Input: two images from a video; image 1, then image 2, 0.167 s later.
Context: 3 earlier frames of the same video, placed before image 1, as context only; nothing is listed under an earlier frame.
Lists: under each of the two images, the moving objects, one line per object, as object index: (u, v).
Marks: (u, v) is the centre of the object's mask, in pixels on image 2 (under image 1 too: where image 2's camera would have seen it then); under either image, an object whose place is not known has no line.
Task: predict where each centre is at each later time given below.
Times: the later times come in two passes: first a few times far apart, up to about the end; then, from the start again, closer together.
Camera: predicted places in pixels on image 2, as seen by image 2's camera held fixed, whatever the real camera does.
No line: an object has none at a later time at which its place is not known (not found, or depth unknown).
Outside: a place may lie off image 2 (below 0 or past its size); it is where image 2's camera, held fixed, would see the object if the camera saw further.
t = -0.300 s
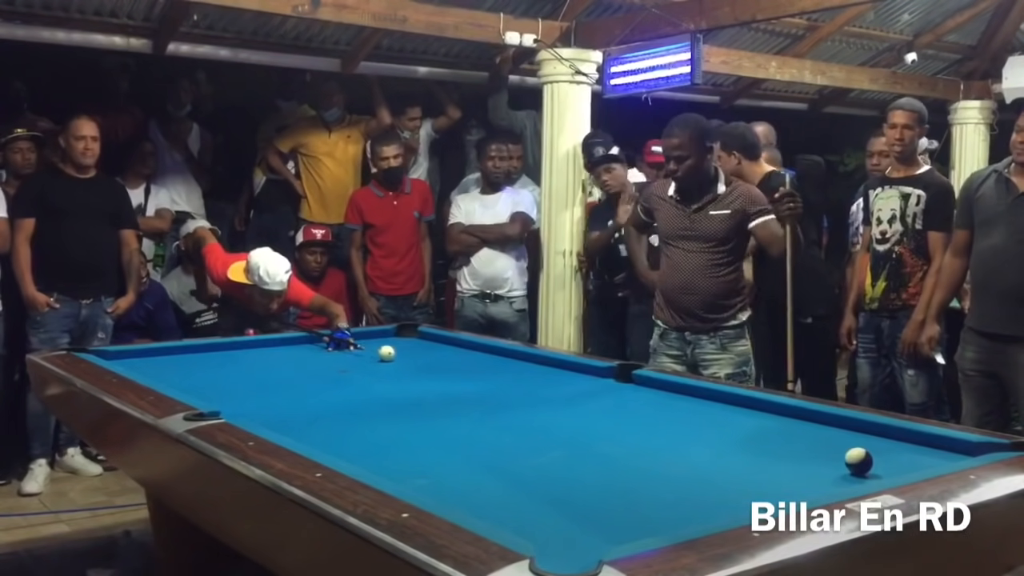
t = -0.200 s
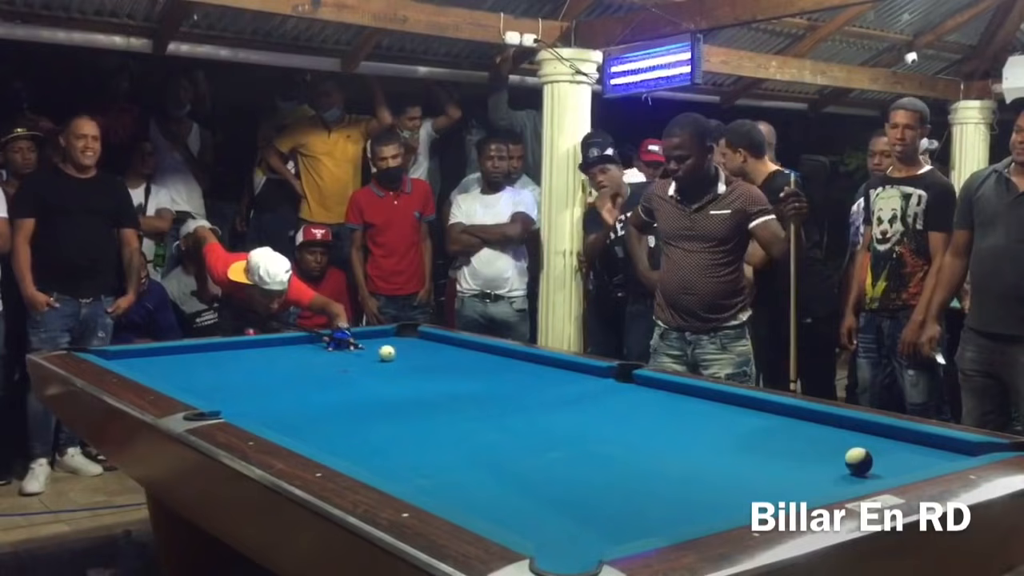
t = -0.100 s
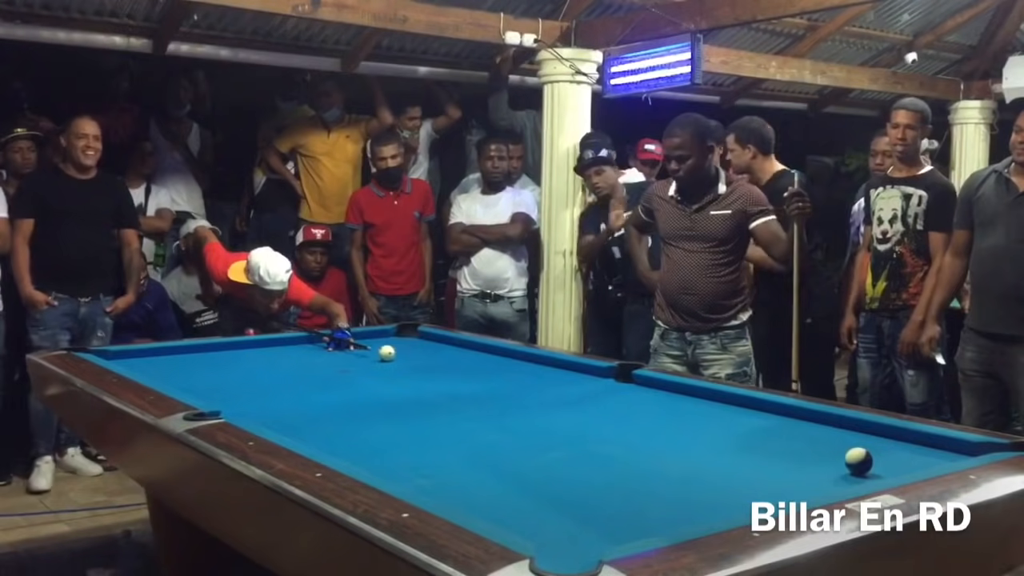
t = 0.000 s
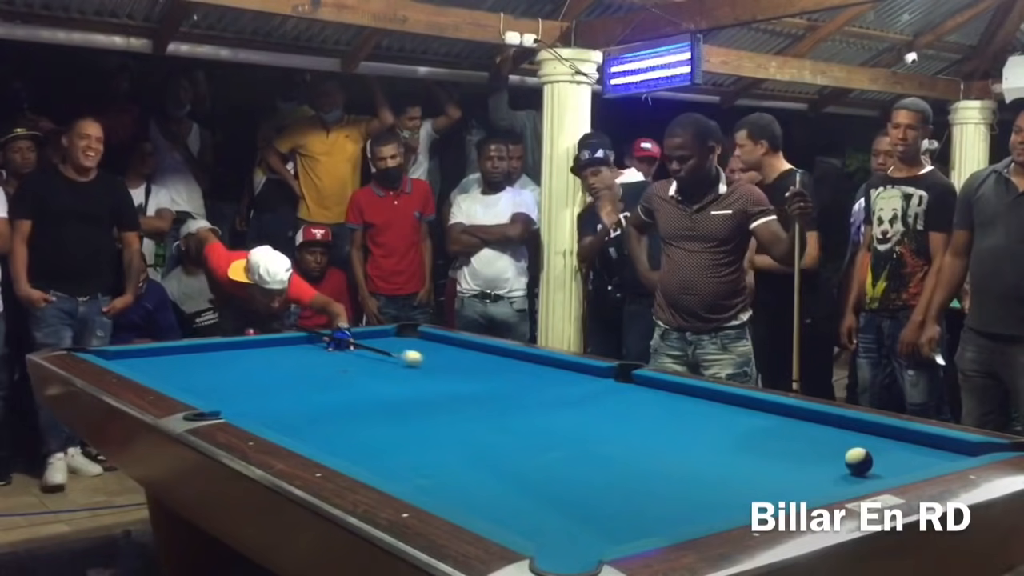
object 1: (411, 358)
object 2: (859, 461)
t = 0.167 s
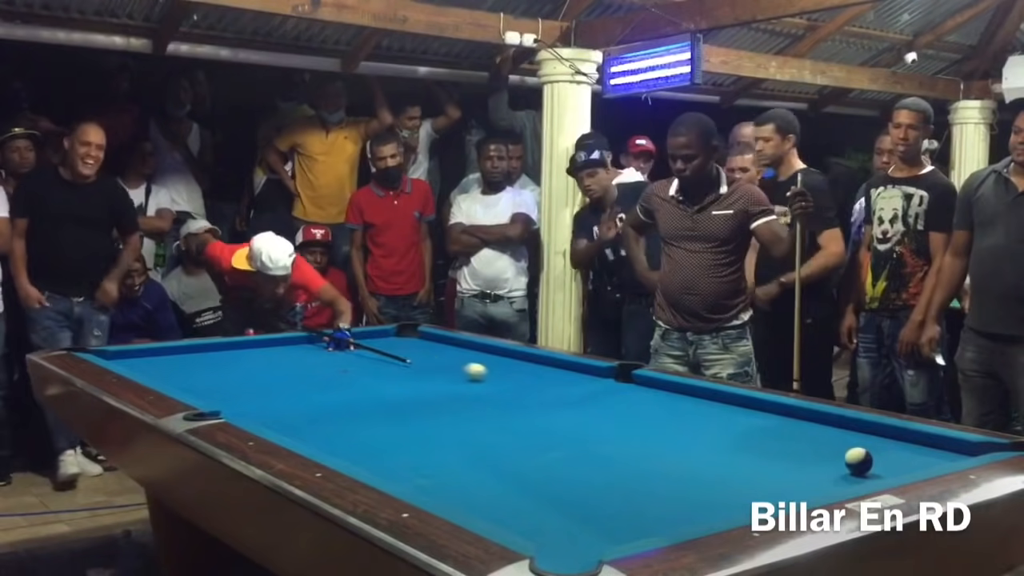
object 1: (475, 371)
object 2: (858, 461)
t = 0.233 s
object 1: (501, 377)
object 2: (858, 461)
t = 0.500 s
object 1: (616, 402)
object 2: (859, 461)
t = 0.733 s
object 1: (743, 430)
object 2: (858, 461)
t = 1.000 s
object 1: (925, 458)
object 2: (860, 469)
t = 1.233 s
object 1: (888, 444)
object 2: (861, 478)
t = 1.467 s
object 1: (836, 425)
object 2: (827, 481)
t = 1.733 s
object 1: (778, 410)
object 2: (789, 483)
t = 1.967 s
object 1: (725, 403)
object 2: (758, 482)
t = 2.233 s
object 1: (670, 396)
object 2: (726, 480)
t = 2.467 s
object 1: (627, 390)
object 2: (702, 480)
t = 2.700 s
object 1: (589, 385)
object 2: (679, 479)
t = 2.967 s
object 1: (547, 379)
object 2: (658, 478)
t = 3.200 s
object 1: (515, 375)
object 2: (643, 477)
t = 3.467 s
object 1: (481, 371)
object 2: (628, 477)
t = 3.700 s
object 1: (454, 367)
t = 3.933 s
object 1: (429, 364)
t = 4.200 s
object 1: (403, 360)
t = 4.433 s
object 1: (383, 357)
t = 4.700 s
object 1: (362, 354)
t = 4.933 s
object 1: (345, 352)
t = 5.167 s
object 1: (329, 351)
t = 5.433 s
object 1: (313, 348)
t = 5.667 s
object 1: (301, 346)
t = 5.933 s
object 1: (288, 344)
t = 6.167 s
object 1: (278, 343)
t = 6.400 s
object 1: (269, 342)
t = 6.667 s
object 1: (267, 342)
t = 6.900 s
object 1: (268, 343)
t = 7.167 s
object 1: (269, 344)
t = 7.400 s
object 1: (270, 344)
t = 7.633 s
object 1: (270, 344)
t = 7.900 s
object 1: (270, 345)
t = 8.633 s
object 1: (270, 344)
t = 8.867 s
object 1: (270, 344)
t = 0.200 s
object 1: (488, 374)
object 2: (859, 461)
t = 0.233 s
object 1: (501, 377)
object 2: (858, 461)
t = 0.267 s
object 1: (514, 380)
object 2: (858, 461)
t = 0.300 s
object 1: (527, 383)
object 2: (858, 461)
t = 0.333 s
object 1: (541, 386)
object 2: (859, 461)
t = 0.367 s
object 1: (555, 389)
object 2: (859, 461)
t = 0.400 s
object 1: (569, 392)
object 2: (858, 461)
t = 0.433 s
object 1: (584, 395)
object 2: (858, 461)
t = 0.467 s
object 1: (600, 399)
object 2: (859, 461)
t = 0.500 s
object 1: (616, 402)
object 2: (859, 461)
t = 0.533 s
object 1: (632, 406)
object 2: (858, 461)
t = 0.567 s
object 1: (650, 410)
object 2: (858, 461)
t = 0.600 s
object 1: (667, 413)
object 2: (859, 461)
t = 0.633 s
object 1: (685, 417)
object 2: (859, 461)
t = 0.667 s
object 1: (704, 421)
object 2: (858, 461)
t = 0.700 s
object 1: (723, 426)
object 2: (858, 461)
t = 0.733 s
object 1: (743, 430)
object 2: (858, 461)
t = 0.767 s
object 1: (763, 434)
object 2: (858, 461)
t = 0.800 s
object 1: (785, 439)
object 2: (858, 461)
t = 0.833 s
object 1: (807, 444)
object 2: (858, 461)
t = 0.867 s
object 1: (829, 448)
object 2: (859, 461)
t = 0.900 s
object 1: (848, 446)
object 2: (858, 461)
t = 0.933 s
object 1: (881, 456)
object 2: (859, 463)
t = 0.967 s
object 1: (902, 459)
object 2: (859, 466)
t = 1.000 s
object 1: (925, 458)
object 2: (860, 469)
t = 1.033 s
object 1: (940, 458)
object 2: (860, 471)
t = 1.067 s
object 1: (931, 457)
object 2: (861, 472)
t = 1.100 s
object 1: (921, 456)
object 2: (862, 473)
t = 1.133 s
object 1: (914, 453)
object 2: (862, 475)
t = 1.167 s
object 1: (905, 450)
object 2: (861, 476)
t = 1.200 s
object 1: (896, 447)
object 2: (862, 477)
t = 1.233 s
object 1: (888, 444)
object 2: (861, 478)
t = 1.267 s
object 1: (880, 441)
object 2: (856, 479)
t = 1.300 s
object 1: (872, 438)
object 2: (851, 479)
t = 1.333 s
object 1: (865, 435)
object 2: (846, 480)
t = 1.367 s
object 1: (858, 433)
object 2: (842, 480)
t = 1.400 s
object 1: (850, 430)
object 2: (836, 481)
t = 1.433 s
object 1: (843, 427)
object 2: (832, 481)
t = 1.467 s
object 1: (836, 425)
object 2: (827, 481)
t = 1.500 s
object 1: (830, 422)
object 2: (822, 482)
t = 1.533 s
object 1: (823, 420)
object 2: (817, 482)
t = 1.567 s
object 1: (816, 417)
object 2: (812, 482)
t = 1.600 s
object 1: (810, 415)
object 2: (807, 483)
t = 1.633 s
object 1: (802, 414)
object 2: (802, 483)
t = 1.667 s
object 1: (794, 412)
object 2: (798, 483)
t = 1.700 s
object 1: (786, 411)
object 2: (793, 483)
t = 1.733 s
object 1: (778, 410)
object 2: (789, 483)
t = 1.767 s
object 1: (770, 409)
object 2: (784, 483)
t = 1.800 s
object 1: (762, 408)
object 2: (780, 483)
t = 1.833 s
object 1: (755, 407)
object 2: (775, 483)
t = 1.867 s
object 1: (747, 406)
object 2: (771, 483)
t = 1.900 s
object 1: (739, 404)
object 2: (766, 482)
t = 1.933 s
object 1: (732, 404)
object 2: (762, 482)
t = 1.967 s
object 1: (725, 403)
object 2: (758, 482)
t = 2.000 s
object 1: (718, 402)
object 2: (754, 481)
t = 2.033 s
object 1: (711, 401)
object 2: (749, 481)
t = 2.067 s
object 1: (704, 400)
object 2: (746, 481)
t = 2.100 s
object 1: (697, 399)
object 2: (741, 481)
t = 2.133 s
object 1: (690, 399)
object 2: (737, 481)
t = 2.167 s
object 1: (684, 398)
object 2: (734, 481)
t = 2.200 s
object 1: (677, 397)
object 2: (730, 480)
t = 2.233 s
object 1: (670, 396)
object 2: (726, 480)
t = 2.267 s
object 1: (664, 395)
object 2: (722, 480)
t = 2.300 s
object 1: (658, 394)
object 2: (718, 481)
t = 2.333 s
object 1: (651, 393)
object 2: (715, 481)
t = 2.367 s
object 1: (645, 392)
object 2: (711, 480)
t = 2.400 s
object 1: (640, 392)
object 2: (708, 480)
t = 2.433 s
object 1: (633, 391)
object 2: (705, 480)
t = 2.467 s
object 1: (627, 390)
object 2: (702, 480)
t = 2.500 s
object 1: (622, 389)
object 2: (698, 480)
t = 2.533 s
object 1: (616, 388)
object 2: (695, 480)
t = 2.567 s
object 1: (611, 388)
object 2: (692, 479)
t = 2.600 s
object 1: (605, 387)
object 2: (688, 479)
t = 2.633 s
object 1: (600, 386)
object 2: (686, 479)
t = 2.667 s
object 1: (594, 385)
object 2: (682, 479)
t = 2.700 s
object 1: (589, 385)
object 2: (679, 479)
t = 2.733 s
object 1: (583, 384)
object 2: (677, 479)
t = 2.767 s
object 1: (578, 383)
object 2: (674, 479)
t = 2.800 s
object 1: (573, 383)
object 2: (671, 479)
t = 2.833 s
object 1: (567, 382)
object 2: (669, 479)
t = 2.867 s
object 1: (563, 381)
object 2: (666, 479)
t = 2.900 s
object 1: (558, 381)
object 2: (663, 478)
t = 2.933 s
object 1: (553, 380)
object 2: (661, 478)
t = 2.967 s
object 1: (547, 379)
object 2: (658, 478)
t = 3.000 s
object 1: (543, 379)
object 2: (656, 478)
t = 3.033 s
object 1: (538, 378)
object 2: (654, 478)
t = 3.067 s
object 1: (533, 378)
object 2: (651, 478)
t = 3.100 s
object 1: (529, 377)
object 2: (649, 478)
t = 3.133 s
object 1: (524, 376)
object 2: (647, 477)
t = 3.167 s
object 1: (520, 376)
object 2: (645, 478)
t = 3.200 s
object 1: (515, 375)
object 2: (643, 477)
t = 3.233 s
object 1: (511, 375)
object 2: (640, 477)
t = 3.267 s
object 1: (506, 374)
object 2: (638, 477)
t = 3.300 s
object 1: (502, 373)
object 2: (637, 477)
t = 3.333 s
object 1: (498, 373)
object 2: (635, 477)
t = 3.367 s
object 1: (493, 372)
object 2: (633, 477)
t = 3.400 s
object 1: (489, 371)
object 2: (631, 477)
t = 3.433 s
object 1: (485, 371)
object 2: (630, 477)
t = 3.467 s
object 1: (481, 371)
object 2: (628, 477)
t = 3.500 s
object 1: (477, 370)
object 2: (626, 477)
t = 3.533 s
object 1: (473, 370)
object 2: (625, 477)
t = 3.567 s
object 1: (469, 369)
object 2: (624, 477)
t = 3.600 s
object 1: (465, 369)
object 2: (622, 477)
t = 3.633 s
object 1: (462, 368)
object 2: (621, 477)
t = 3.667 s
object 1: (458, 368)
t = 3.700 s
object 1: (454, 367)
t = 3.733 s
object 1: (450, 367)
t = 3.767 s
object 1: (447, 366)
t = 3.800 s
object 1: (443, 366)
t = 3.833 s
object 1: (439, 365)
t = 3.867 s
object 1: (436, 365)
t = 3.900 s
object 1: (432, 364)
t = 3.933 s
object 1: (429, 364)
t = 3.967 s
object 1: (426, 363)
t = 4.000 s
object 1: (422, 363)
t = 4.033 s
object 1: (419, 362)
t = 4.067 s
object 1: (416, 362)
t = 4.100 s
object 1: (413, 361)
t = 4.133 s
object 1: (409, 361)
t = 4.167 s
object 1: (406, 361)
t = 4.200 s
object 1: (403, 360)
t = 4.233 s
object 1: (400, 360)
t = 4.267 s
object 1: (397, 359)
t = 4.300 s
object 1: (394, 359)
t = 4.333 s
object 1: (392, 358)
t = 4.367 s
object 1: (389, 358)
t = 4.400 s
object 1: (386, 358)
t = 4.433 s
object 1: (383, 357)
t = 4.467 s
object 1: (380, 357)
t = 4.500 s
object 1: (377, 356)
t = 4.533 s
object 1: (375, 356)
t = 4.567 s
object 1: (372, 356)
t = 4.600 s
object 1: (369, 355)
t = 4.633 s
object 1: (366, 355)
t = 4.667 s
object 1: (364, 355)
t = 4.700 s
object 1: (362, 354)
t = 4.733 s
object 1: (359, 354)
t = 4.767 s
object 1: (357, 354)
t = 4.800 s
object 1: (354, 353)
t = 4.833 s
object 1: (352, 353)
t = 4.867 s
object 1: (349, 353)
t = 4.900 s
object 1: (347, 352)
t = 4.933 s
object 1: (345, 352)
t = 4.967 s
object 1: (342, 352)
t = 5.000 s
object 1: (340, 352)
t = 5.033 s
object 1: (338, 351)
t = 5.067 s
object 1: (336, 351)
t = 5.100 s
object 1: (334, 351)
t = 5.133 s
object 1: (331, 351)
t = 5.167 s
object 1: (329, 351)
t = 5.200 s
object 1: (327, 350)
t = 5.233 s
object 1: (325, 350)
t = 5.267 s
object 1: (323, 349)
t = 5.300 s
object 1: (321, 349)
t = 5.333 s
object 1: (319, 349)
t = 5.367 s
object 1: (317, 348)
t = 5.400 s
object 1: (315, 348)
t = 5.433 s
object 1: (313, 348)
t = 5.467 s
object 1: (312, 347)
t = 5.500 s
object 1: (310, 347)
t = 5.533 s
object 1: (308, 347)
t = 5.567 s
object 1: (306, 347)
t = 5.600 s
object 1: (305, 347)
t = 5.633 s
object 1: (303, 347)
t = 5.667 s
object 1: (301, 346)
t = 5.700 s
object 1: (299, 346)
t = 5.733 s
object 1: (298, 345)
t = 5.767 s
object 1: (296, 345)
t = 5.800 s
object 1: (295, 345)
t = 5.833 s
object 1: (293, 345)
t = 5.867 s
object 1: (291, 345)
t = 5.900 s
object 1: (290, 345)
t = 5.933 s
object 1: (288, 344)
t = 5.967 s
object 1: (287, 344)
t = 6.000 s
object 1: (285, 344)
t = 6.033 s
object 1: (284, 344)
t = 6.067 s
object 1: (283, 344)
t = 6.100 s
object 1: (281, 343)
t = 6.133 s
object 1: (280, 343)
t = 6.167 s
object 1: (278, 343)
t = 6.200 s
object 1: (277, 343)
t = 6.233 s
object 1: (276, 343)
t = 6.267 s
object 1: (274, 342)
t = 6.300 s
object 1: (273, 342)
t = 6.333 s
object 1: (272, 342)
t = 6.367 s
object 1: (270, 342)
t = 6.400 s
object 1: (269, 342)
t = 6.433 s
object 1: (268, 341)
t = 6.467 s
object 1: (267, 341)
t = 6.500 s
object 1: (266, 341)
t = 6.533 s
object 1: (266, 341)
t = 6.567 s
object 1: (267, 341)
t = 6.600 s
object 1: (266, 342)
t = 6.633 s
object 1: (267, 342)
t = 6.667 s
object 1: (267, 342)
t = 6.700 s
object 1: (267, 342)
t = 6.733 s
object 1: (267, 342)
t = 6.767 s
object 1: (267, 343)
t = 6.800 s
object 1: (267, 343)
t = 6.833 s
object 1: (268, 343)
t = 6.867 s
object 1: (268, 343)
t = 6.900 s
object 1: (268, 343)
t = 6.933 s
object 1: (268, 343)
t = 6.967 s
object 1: (268, 343)
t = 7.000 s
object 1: (269, 343)
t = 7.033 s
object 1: (268, 343)
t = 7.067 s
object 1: (269, 343)
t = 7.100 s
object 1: (269, 343)
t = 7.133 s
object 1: (269, 343)
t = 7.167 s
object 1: (269, 344)
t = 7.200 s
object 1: (269, 343)
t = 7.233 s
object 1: (269, 343)
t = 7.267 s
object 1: (269, 343)
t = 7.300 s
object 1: (269, 344)
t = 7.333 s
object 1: (269, 344)
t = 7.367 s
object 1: (270, 344)
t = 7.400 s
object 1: (270, 344)
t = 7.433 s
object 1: (270, 344)
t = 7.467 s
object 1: (270, 344)
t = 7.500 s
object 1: (270, 344)
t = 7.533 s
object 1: (270, 344)
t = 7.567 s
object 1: (270, 344)
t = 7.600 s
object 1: (270, 344)
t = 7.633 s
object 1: (270, 344)
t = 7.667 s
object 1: (270, 344)
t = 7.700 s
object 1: (271, 344)
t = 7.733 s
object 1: (271, 344)
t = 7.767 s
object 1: (271, 344)
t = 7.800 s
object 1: (271, 344)
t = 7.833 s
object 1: (271, 344)
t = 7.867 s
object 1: (270, 344)
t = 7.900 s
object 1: (270, 345)
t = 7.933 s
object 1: (270, 345)
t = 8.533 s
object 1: (270, 344)
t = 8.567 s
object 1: (270, 344)
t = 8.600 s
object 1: (270, 344)
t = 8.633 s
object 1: (270, 344)
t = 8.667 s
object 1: (270, 344)
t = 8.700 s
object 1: (270, 344)
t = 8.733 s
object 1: (270, 345)
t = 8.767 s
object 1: (270, 344)
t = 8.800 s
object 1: (270, 344)
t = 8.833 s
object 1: (270, 344)
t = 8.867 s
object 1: (270, 344)
